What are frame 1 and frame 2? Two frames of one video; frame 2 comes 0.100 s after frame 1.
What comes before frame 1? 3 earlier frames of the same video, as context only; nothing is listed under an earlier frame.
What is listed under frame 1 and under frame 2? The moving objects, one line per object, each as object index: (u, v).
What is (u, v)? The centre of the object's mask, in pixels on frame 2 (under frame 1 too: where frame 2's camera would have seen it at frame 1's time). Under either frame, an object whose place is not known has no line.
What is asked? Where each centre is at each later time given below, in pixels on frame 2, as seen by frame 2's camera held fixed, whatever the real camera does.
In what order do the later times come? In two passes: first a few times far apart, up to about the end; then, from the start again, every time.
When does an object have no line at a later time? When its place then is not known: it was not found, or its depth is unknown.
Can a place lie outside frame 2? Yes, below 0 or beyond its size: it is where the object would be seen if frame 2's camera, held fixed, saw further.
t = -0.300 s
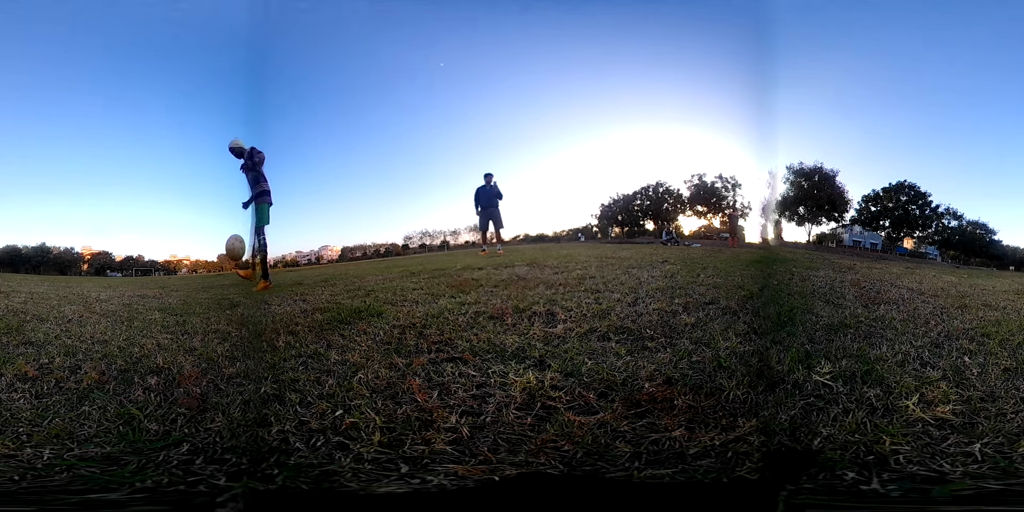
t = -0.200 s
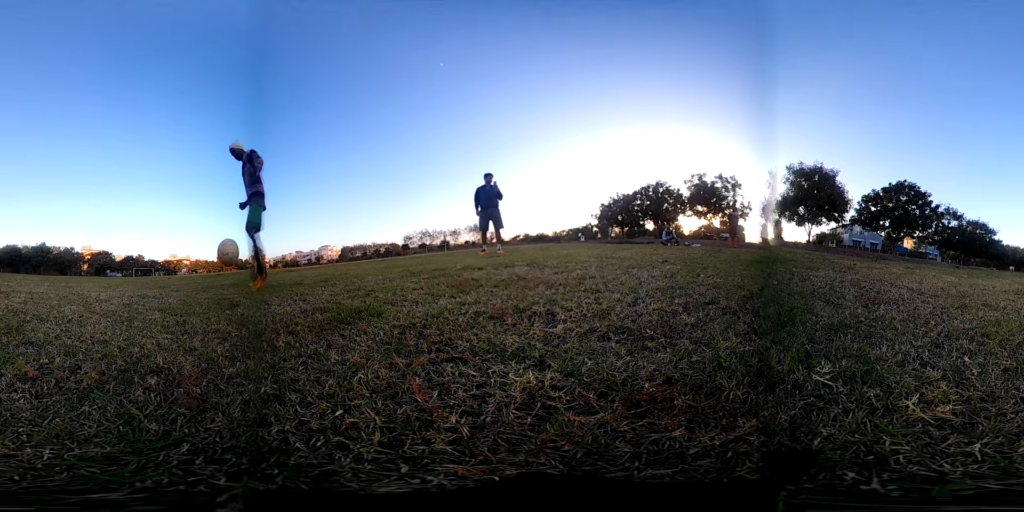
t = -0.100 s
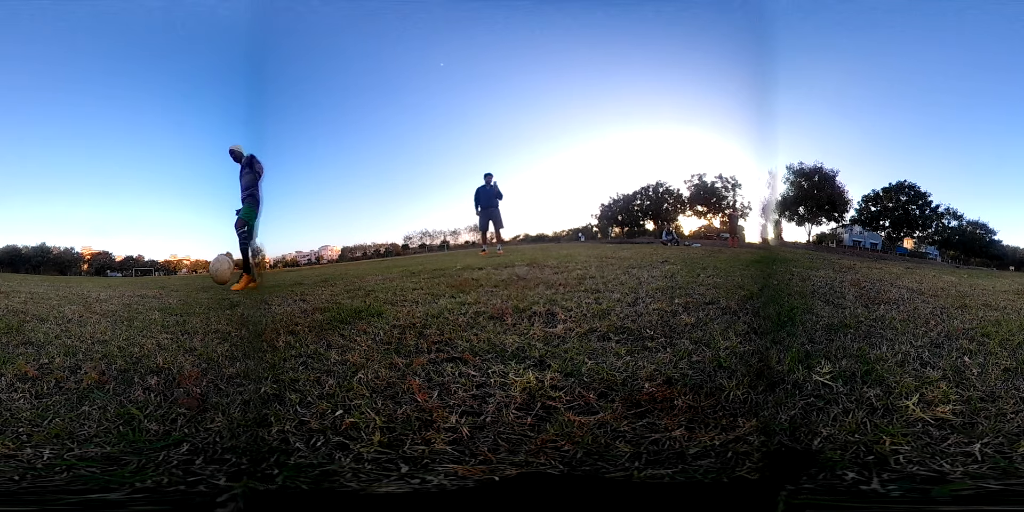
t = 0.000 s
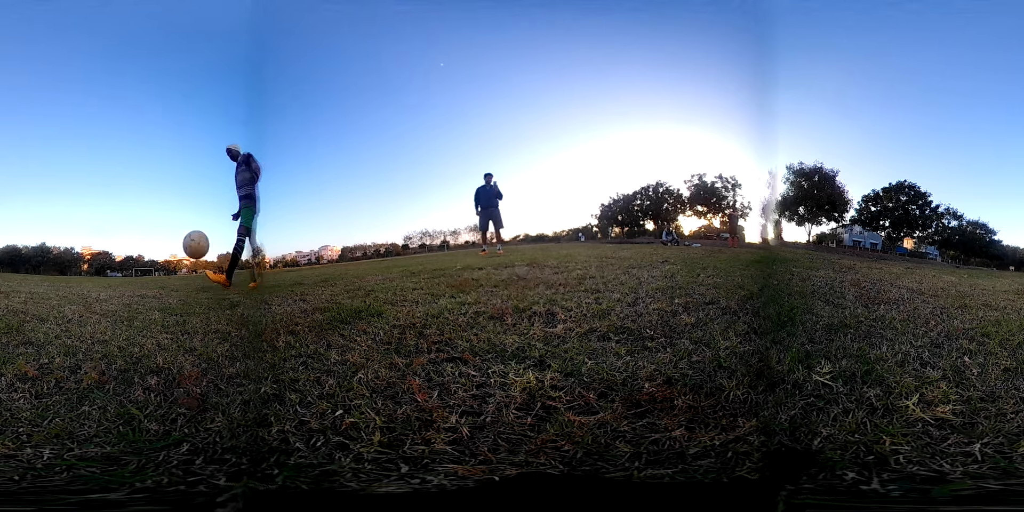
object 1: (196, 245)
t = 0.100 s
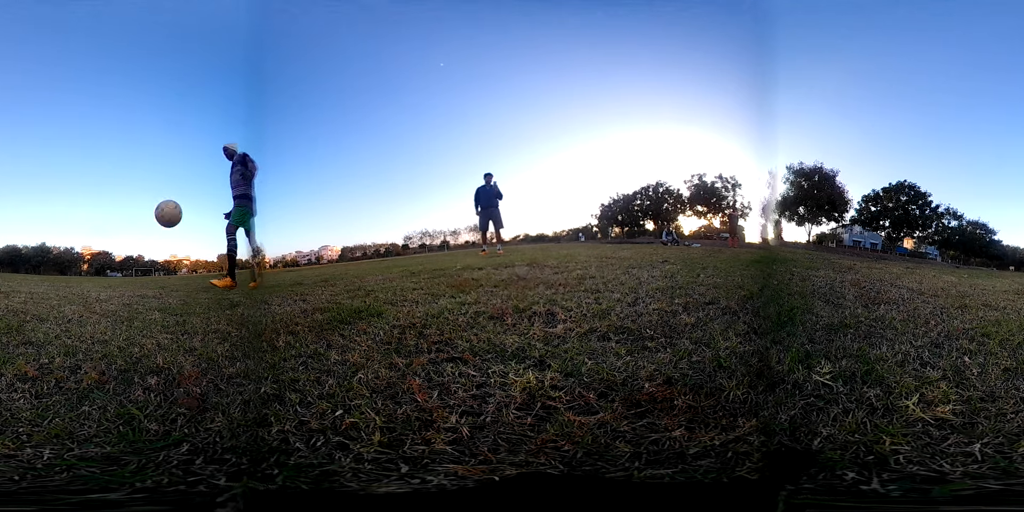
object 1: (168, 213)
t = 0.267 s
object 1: (126, 194)
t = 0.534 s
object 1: (70, 228)
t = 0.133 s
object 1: (159, 206)
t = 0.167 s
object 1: (151, 201)
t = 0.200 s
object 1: (142, 198)
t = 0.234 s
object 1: (134, 195)
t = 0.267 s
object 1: (126, 194)
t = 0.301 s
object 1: (118, 195)
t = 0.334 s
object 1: (110, 196)
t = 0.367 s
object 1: (103, 199)
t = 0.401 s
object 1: (96, 203)
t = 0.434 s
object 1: (89, 208)
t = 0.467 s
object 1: (83, 214)
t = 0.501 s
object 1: (76, 220)
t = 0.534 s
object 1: (70, 228)
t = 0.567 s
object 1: (65, 237)
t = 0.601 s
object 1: (59, 247)
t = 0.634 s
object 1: (54, 257)
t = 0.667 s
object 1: (48, 268)
